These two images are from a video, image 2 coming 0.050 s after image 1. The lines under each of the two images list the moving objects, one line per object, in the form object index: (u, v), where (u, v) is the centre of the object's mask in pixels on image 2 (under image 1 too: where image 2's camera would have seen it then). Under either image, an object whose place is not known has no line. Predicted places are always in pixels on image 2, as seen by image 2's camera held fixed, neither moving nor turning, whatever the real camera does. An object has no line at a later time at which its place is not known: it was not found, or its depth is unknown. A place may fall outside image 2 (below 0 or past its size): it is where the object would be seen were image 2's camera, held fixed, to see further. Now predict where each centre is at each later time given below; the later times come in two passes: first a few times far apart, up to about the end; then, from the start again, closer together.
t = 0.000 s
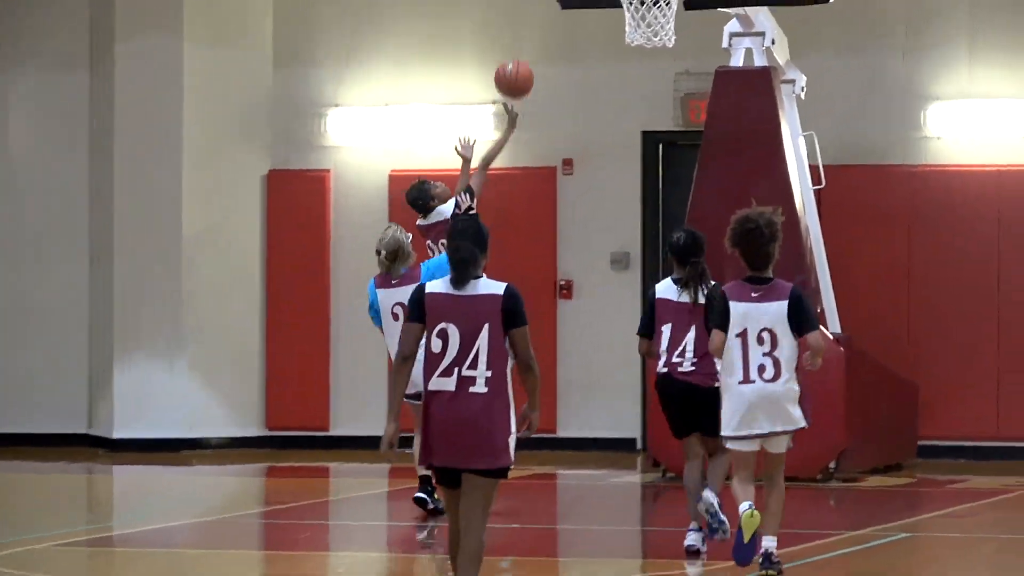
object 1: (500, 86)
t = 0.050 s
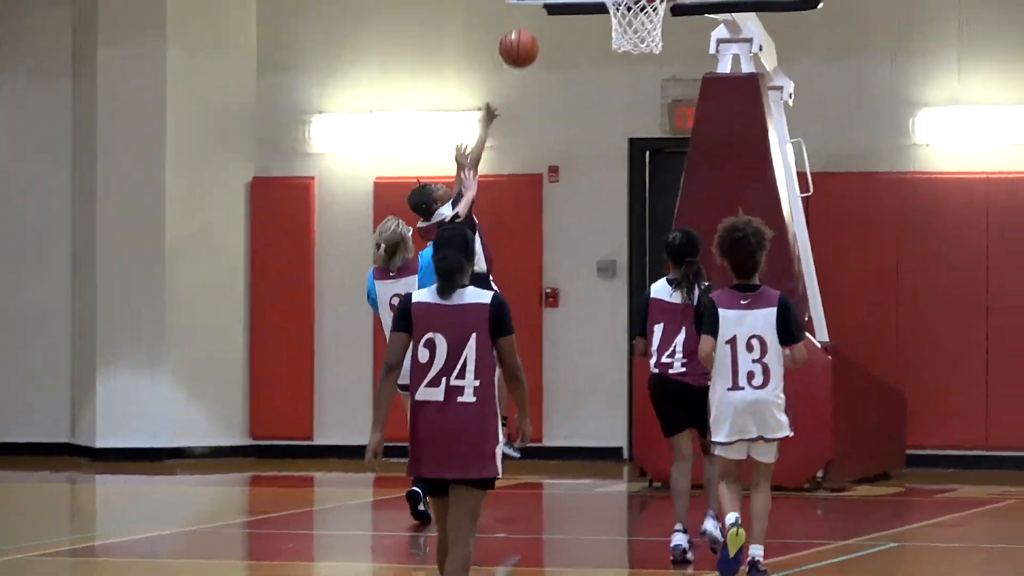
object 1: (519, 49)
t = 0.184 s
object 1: (569, -16)
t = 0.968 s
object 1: (656, 51)
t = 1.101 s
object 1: (642, 82)
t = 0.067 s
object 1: (525, 37)
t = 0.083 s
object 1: (532, 26)
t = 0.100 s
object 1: (538, 15)
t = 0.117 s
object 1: (544, 7)
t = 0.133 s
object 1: (551, 0)
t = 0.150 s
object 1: (557, -6)
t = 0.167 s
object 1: (563, -12)
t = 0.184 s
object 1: (569, -16)
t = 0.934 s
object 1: (658, 47)
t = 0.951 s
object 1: (657, 49)
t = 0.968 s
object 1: (656, 51)
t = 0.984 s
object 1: (654, 53)
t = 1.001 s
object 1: (652, 56)
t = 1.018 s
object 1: (650, 59)
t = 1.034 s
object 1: (648, 62)
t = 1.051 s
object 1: (646, 66)
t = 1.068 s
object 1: (645, 70)
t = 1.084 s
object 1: (643, 75)
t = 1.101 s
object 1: (642, 82)
